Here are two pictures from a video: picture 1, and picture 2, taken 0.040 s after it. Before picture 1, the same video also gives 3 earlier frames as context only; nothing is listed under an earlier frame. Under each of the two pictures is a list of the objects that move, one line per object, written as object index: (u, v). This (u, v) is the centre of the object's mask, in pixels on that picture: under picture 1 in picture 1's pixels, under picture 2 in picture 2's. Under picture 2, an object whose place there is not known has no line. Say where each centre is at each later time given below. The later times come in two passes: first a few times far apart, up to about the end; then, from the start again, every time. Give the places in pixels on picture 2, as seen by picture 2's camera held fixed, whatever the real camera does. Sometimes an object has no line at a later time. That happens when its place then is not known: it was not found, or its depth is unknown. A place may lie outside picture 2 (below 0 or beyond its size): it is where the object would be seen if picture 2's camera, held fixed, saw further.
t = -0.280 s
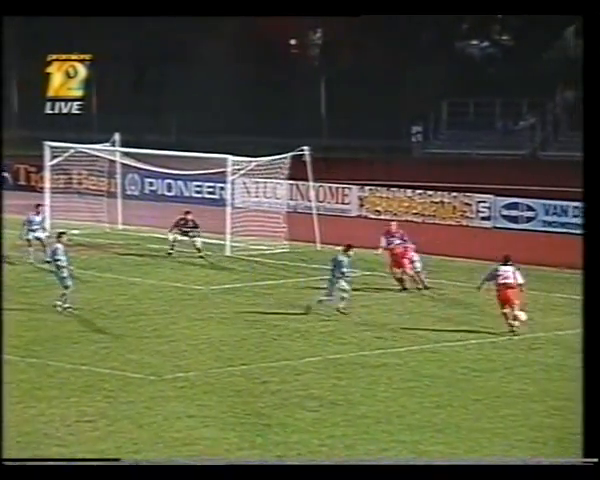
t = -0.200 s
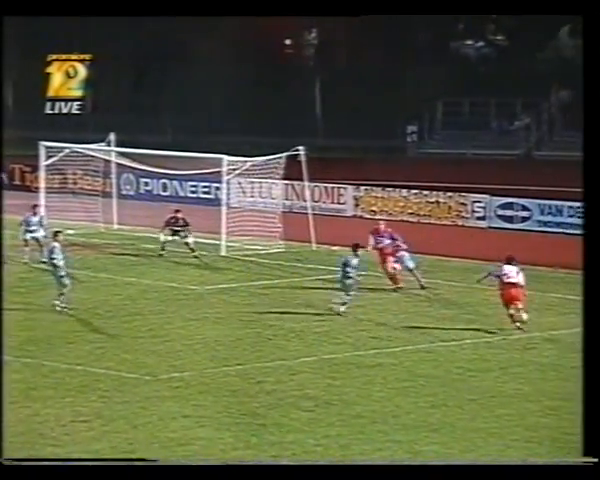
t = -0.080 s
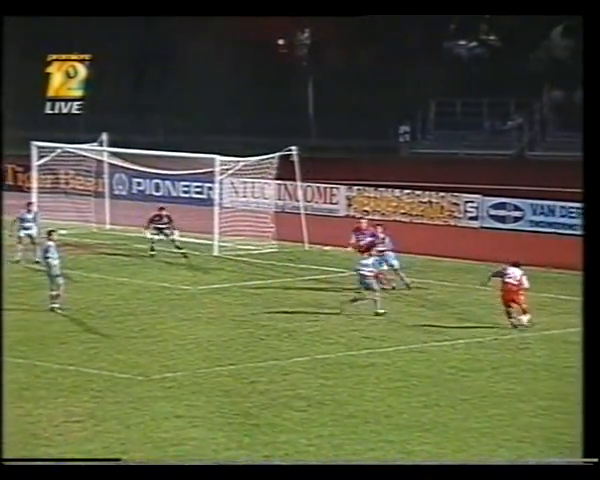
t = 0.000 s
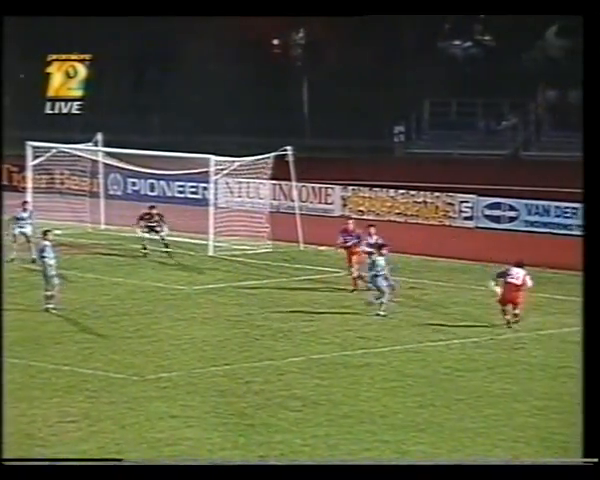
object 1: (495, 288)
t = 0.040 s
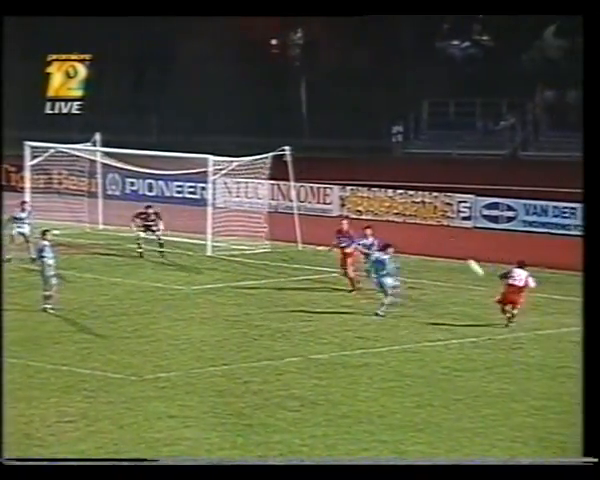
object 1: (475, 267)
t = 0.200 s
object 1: (402, 192)
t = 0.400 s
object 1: (317, 122)
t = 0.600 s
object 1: (237, 72)
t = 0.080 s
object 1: (456, 247)
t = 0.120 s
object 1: (438, 229)
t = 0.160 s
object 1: (419, 209)
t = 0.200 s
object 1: (402, 192)
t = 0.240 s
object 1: (384, 176)
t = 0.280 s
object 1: (367, 161)
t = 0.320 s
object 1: (350, 147)
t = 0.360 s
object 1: (333, 134)
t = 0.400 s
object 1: (317, 122)
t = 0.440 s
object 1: (300, 110)
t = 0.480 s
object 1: (284, 100)
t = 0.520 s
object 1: (268, 90)
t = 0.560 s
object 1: (253, 80)
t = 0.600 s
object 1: (237, 72)
